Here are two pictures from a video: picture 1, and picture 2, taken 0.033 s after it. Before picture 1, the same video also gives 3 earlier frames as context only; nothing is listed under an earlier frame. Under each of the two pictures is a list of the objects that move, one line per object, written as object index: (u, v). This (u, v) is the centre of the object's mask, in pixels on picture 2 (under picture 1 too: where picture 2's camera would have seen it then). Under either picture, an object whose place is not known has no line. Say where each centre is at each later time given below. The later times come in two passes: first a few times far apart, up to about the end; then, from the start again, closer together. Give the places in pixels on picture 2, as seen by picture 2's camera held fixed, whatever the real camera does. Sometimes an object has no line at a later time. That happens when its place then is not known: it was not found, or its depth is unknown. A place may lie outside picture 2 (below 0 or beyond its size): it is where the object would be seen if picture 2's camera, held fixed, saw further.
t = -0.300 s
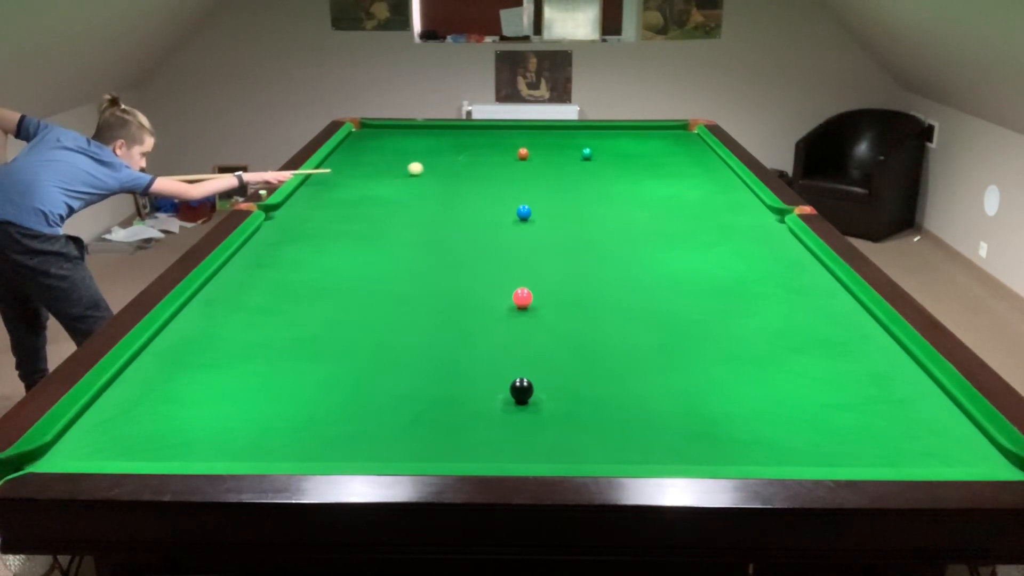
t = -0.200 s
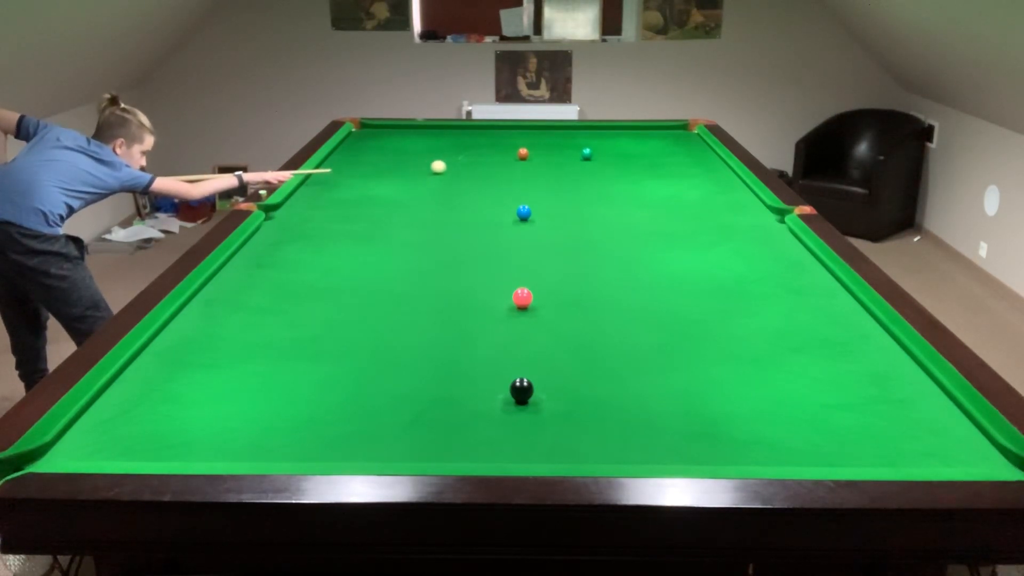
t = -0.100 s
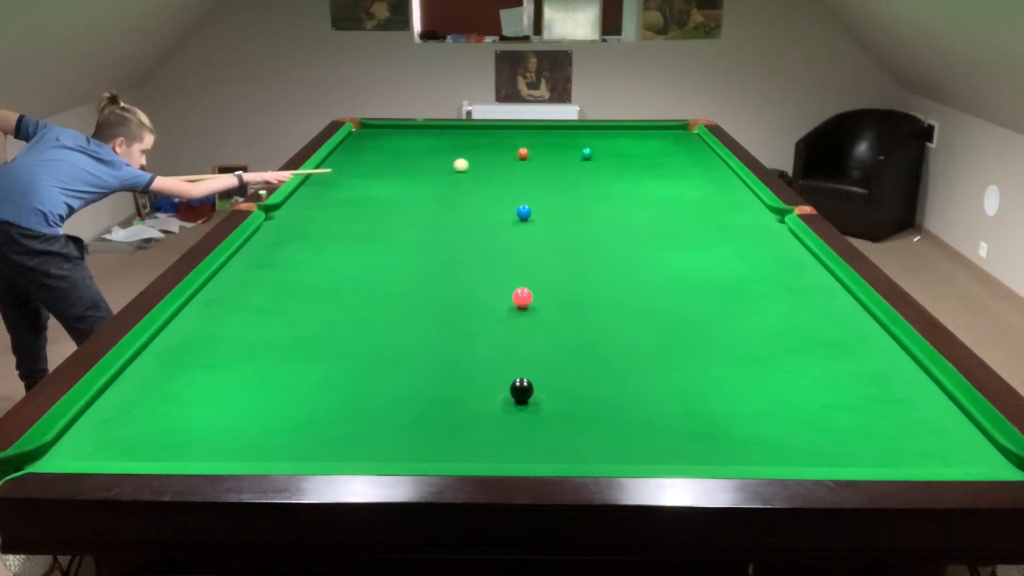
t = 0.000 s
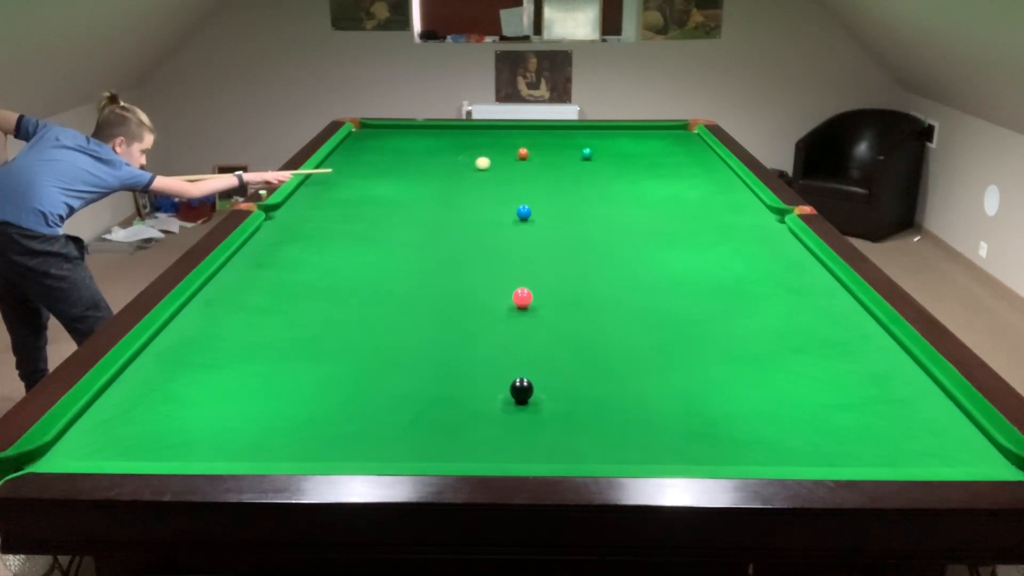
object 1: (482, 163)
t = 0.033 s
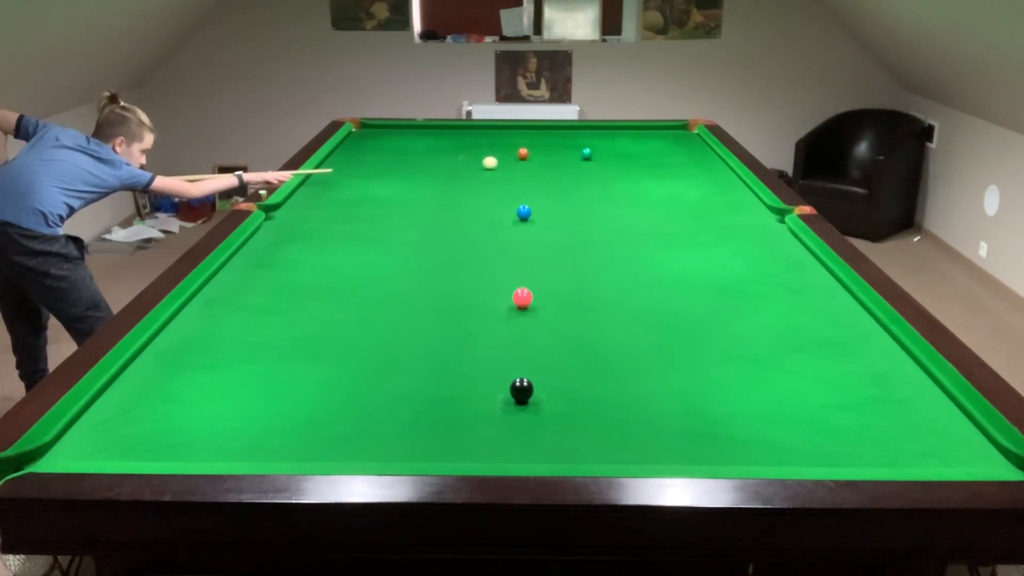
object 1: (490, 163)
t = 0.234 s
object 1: (532, 159)
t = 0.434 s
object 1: (571, 156)
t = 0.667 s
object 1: (602, 157)
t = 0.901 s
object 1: (629, 158)
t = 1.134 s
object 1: (655, 160)
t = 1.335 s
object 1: (677, 160)
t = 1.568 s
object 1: (702, 162)
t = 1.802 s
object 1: (718, 163)
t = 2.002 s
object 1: (706, 163)
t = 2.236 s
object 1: (692, 164)
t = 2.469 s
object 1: (680, 164)
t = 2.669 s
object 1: (670, 164)
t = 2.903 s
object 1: (658, 165)
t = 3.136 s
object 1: (649, 165)
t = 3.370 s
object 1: (641, 166)
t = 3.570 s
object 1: (635, 166)
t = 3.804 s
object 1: (628, 166)
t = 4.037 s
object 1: (623, 166)
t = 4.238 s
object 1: (620, 166)
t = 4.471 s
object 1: (617, 166)
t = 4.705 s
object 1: (615, 166)
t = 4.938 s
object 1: (614, 166)
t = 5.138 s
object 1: (613, 166)
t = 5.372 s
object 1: (614, 166)
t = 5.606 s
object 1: (614, 166)
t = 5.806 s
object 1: (614, 166)
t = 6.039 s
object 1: (614, 166)
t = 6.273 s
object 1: (614, 166)
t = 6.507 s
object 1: (614, 166)
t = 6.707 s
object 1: (614, 166)
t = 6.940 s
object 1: (614, 166)
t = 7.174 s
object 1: (614, 166)
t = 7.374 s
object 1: (614, 166)
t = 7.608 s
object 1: (614, 166)
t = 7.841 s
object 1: (614, 166)
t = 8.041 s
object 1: (614, 166)
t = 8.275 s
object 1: (614, 166)
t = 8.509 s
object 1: (614, 166)
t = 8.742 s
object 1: (614, 166)
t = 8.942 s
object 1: (614, 166)
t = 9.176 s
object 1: (614, 166)
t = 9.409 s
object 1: (614, 166)
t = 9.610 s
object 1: (614, 166)
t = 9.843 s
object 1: (614, 166)
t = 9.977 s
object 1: (614, 166)
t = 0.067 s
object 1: (497, 162)
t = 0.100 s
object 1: (504, 162)
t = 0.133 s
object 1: (511, 161)
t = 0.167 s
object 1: (518, 161)
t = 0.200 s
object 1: (525, 160)
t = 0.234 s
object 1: (532, 159)
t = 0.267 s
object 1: (538, 159)
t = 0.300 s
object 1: (545, 158)
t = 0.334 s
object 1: (552, 158)
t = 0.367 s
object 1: (558, 157)
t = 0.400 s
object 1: (564, 157)
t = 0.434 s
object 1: (571, 156)
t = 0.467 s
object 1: (577, 156)
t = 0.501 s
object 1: (582, 156)
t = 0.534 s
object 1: (586, 156)
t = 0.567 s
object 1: (590, 156)
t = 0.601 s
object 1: (594, 157)
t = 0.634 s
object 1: (598, 157)
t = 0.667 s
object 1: (602, 157)
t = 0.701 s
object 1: (606, 157)
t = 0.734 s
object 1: (610, 157)
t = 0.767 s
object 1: (614, 157)
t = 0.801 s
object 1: (617, 158)
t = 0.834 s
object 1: (621, 158)
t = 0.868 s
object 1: (625, 158)
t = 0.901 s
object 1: (629, 158)
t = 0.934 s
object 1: (633, 158)
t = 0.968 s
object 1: (637, 159)
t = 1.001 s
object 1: (640, 159)
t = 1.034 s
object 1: (644, 159)
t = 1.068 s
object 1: (648, 159)
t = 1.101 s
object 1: (651, 159)
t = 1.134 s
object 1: (655, 160)
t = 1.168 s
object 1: (659, 160)
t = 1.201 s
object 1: (662, 160)
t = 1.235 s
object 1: (666, 160)
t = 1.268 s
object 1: (670, 160)
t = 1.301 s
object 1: (673, 160)
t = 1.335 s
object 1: (677, 160)
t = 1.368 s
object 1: (681, 161)
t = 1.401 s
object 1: (684, 161)
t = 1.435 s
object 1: (688, 161)
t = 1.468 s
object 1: (691, 161)
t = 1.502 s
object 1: (695, 161)
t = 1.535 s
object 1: (698, 161)
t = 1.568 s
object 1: (702, 162)
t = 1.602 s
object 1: (705, 162)
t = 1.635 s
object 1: (709, 162)
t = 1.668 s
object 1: (712, 162)
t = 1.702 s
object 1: (715, 162)
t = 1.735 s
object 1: (719, 162)
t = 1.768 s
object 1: (721, 162)
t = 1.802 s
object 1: (718, 163)
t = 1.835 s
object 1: (716, 163)
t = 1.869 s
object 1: (714, 163)
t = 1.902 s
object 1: (712, 163)
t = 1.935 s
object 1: (710, 163)
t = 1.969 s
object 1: (708, 163)
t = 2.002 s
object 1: (706, 163)
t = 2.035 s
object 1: (704, 163)
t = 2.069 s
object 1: (702, 163)
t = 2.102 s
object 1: (700, 163)
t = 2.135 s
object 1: (698, 163)
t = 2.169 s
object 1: (696, 163)
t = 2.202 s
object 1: (694, 163)
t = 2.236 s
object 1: (692, 164)
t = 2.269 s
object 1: (691, 164)
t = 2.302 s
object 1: (689, 164)
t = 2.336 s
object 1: (687, 164)
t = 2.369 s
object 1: (685, 164)
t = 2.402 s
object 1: (684, 164)
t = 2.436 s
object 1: (682, 164)
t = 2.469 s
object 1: (680, 164)
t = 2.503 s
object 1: (678, 164)
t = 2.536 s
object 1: (677, 164)
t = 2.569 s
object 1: (675, 164)
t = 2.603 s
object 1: (673, 165)
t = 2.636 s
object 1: (672, 164)
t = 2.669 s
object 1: (670, 164)
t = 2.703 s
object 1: (669, 165)
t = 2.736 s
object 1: (667, 165)
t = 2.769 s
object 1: (666, 165)
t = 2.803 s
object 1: (664, 165)
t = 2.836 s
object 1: (661, 165)
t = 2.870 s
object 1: (660, 165)
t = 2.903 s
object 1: (658, 165)
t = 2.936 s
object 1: (657, 165)
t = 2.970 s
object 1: (656, 165)
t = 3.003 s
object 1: (654, 165)
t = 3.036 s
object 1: (653, 165)
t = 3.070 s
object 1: (651, 165)
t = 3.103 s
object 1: (650, 165)
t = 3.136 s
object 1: (649, 165)
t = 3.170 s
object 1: (648, 166)
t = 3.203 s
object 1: (646, 165)
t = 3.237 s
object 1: (645, 165)
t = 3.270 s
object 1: (644, 166)
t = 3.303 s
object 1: (643, 166)
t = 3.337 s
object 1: (642, 166)
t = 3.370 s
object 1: (641, 166)
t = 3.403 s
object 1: (640, 166)
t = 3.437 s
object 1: (639, 166)
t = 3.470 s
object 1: (638, 166)
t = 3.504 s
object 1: (637, 166)
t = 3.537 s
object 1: (636, 166)
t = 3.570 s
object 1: (635, 166)
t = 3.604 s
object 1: (634, 166)
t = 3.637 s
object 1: (633, 166)
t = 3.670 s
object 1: (632, 166)
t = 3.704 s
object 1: (631, 166)
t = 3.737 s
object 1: (630, 166)
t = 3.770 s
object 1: (629, 166)
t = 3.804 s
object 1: (628, 166)
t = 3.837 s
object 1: (628, 166)
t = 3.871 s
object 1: (627, 166)
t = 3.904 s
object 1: (626, 166)
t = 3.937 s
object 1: (626, 166)
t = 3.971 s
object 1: (625, 166)
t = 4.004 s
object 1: (624, 166)
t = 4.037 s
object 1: (623, 166)
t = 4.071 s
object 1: (623, 166)
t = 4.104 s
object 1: (622, 166)
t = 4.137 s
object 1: (621, 166)
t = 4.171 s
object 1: (621, 166)
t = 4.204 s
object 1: (620, 166)
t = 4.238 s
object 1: (620, 166)
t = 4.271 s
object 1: (619, 166)
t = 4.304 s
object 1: (619, 166)
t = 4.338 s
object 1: (618, 166)
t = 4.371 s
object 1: (618, 166)
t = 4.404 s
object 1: (618, 166)
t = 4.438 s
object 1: (617, 166)
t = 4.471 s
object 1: (617, 166)
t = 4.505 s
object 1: (616, 166)
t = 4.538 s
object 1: (616, 166)
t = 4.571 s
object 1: (616, 166)
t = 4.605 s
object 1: (615, 166)
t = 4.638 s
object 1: (615, 166)
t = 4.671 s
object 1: (615, 166)
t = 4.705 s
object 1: (615, 166)
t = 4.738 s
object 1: (615, 166)
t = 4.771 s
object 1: (614, 166)
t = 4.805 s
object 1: (614, 166)
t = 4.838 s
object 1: (614, 166)
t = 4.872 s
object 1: (614, 166)
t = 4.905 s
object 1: (614, 166)
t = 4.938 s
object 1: (614, 166)
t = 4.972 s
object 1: (614, 166)
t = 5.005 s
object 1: (614, 166)
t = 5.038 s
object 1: (614, 166)
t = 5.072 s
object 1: (613, 166)
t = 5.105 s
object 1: (613, 166)
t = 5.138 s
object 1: (613, 166)
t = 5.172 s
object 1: (613, 166)
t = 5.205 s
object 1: (614, 166)
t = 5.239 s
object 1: (614, 166)
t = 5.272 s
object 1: (614, 166)
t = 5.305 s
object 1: (614, 166)
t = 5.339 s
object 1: (614, 166)
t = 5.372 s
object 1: (614, 166)
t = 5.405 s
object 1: (614, 166)
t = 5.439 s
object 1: (614, 166)
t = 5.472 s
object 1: (614, 166)
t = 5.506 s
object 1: (614, 166)
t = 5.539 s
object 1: (614, 166)
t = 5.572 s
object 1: (614, 166)
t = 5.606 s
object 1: (614, 166)
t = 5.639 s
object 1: (614, 166)
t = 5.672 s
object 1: (614, 166)
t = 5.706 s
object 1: (614, 166)
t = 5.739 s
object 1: (614, 166)
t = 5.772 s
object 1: (614, 166)
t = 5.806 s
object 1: (614, 166)
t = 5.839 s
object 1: (614, 166)
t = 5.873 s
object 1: (614, 166)
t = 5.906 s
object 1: (614, 166)
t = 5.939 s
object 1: (614, 166)
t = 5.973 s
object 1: (614, 166)
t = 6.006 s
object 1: (614, 166)
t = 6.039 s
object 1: (614, 166)
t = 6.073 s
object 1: (614, 166)
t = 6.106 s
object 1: (614, 166)
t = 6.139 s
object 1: (614, 166)
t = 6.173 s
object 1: (614, 166)
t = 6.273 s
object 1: (614, 166)
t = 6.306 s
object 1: (614, 166)
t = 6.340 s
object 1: (614, 166)
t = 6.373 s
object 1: (614, 166)
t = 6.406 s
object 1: (614, 166)
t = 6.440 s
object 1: (614, 166)
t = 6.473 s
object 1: (614, 166)
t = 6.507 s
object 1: (614, 166)
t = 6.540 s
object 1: (614, 166)
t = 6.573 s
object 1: (614, 166)
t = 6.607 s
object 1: (614, 166)
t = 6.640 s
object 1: (614, 166)
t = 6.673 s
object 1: (614, 166)
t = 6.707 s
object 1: (614, 166)
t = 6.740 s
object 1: (614, 166)
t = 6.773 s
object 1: (614, 166)
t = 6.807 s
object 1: (614, 166)
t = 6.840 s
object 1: (614, 166)
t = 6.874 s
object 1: (614, 166)
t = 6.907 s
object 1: (614, 166)
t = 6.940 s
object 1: (614, 166)
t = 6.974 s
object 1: (614, 166)
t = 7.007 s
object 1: (614, 166)
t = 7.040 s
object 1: (614, 166)
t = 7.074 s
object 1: (614, 166)
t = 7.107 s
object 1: (614, 166)
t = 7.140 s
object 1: (614, 166)
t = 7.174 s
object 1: (614, 166)
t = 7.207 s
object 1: (614, 166)
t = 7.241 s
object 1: (614, 166)
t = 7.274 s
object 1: (614, 166)
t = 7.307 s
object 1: (614, 166)
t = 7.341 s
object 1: (614, 166)
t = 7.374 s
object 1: (614, 166)
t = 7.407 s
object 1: (614, 166)
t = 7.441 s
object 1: (614, 166)
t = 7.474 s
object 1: (614, 166)
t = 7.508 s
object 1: (614, 166)
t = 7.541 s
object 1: (614, 166)
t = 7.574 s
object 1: (614, 166)
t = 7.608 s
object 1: (614, 166)
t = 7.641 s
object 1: (614, 166)
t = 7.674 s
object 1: (614, 166)
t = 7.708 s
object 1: (614, 166)
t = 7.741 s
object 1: (614, 166)
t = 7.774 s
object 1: (614, 166)
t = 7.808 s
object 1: (614, 166)
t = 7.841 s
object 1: (614, 166)
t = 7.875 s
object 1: (614, 166)
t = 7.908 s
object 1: (614, 166)
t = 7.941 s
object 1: (614, 166)
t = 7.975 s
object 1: (614, 166)
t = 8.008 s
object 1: (614, 166)
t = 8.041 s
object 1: (614, 166)
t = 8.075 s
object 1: (614, 166)
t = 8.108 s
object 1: (614, 166)
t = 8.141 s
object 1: (614, 166)
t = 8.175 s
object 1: (614, 166)
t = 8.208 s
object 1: (614, 166)
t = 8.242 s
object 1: (614, 166)
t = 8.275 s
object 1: (614, 166)
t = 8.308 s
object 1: (614, 166)
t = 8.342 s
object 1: (614, 166)
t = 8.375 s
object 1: (614, 166)
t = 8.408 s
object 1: (614, 166)
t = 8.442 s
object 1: (614, 166)
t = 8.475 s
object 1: (614, 166)
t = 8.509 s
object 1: (614, 166)
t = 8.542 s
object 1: (614, 166)
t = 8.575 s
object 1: (614, 166)
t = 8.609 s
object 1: (614, 166)
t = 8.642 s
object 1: (614, 166)
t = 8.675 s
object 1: (614, 166)
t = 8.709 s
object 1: (614, 166)
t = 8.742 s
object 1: (614, 166)
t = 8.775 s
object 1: (614, 166)
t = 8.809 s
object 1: (614, 166)
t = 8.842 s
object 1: (614, 166)
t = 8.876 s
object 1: (614, 166)
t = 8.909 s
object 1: (614, 166)
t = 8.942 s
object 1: (614, 166)
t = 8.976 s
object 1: (614, 166)
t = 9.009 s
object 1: (614, 166)
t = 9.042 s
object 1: (614, 166)
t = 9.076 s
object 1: (614, 166)
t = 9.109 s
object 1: (614, 166)
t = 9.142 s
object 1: (614, 166)
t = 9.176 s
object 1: (614, 166)
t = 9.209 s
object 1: (614, 166)
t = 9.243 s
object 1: (614, 166)
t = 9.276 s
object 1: (614, 166)
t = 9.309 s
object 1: (614, 166)
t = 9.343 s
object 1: (614, 166)
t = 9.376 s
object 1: (614, 166)
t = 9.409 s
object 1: (614, 166)
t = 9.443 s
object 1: (614, 166)
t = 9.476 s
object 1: (614, 166)
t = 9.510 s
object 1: (614, 166)
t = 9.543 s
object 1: (614, 166)
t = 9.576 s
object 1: (614, 166)
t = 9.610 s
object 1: (614, 166)
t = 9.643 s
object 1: (614, 166)
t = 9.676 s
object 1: (614, 166)
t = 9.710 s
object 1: (614, 166)
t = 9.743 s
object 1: (614, 166)
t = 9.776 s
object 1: (614, 166)
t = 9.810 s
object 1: (614, 166)
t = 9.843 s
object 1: (614, 166)
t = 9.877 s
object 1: (614, 166)
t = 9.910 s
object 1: (614, 166)
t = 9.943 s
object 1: (614, 166)
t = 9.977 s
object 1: (614, 166)
